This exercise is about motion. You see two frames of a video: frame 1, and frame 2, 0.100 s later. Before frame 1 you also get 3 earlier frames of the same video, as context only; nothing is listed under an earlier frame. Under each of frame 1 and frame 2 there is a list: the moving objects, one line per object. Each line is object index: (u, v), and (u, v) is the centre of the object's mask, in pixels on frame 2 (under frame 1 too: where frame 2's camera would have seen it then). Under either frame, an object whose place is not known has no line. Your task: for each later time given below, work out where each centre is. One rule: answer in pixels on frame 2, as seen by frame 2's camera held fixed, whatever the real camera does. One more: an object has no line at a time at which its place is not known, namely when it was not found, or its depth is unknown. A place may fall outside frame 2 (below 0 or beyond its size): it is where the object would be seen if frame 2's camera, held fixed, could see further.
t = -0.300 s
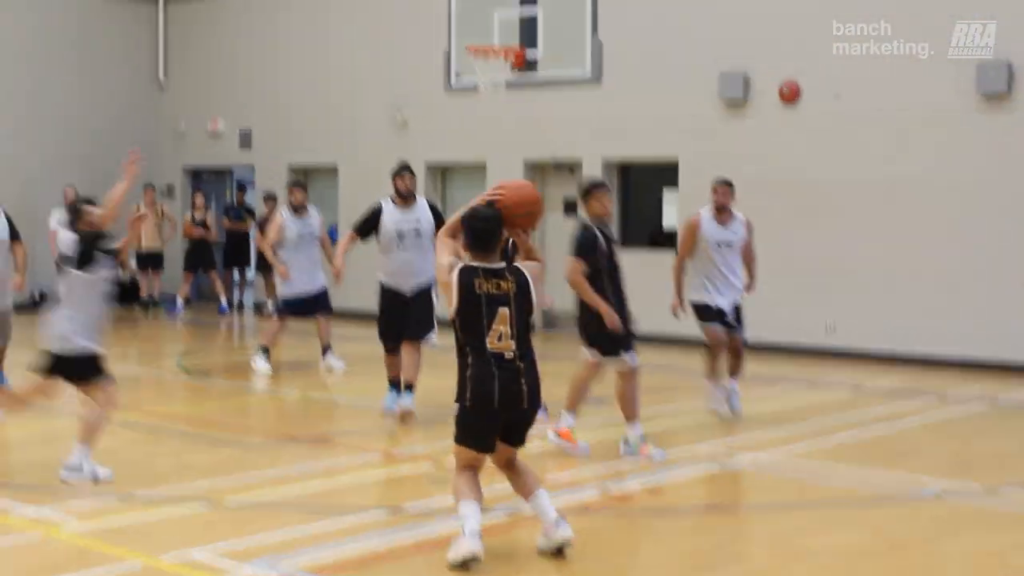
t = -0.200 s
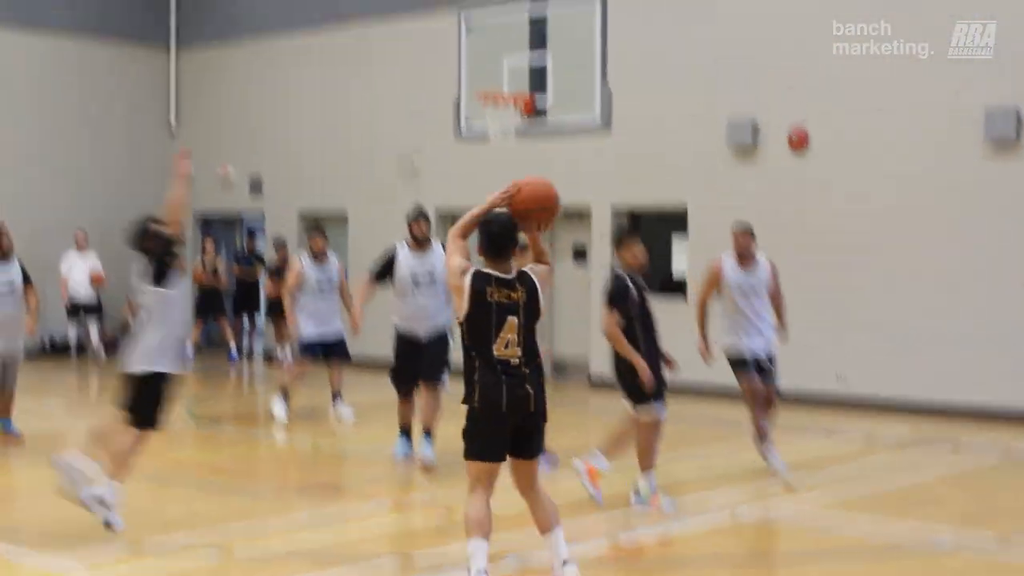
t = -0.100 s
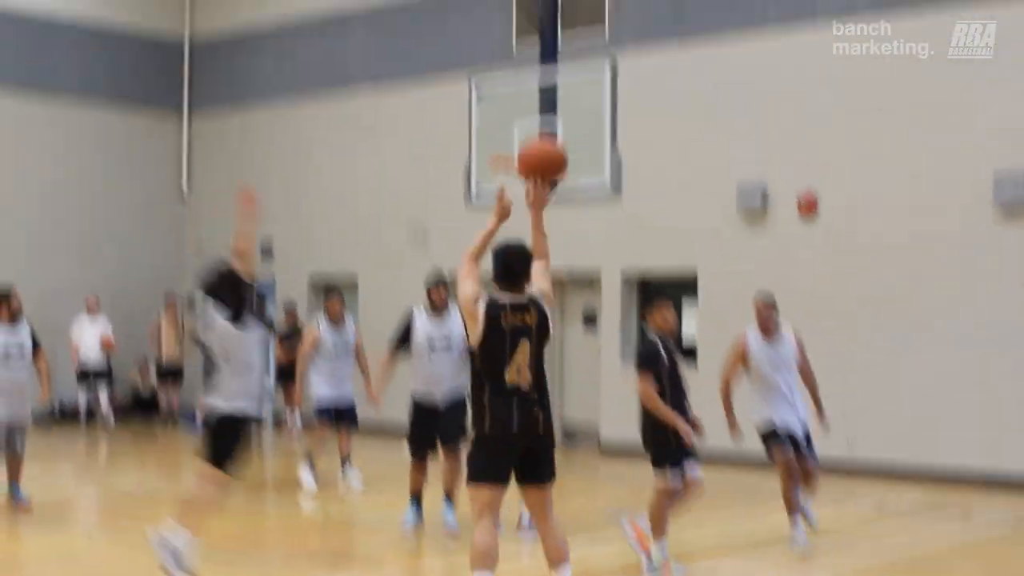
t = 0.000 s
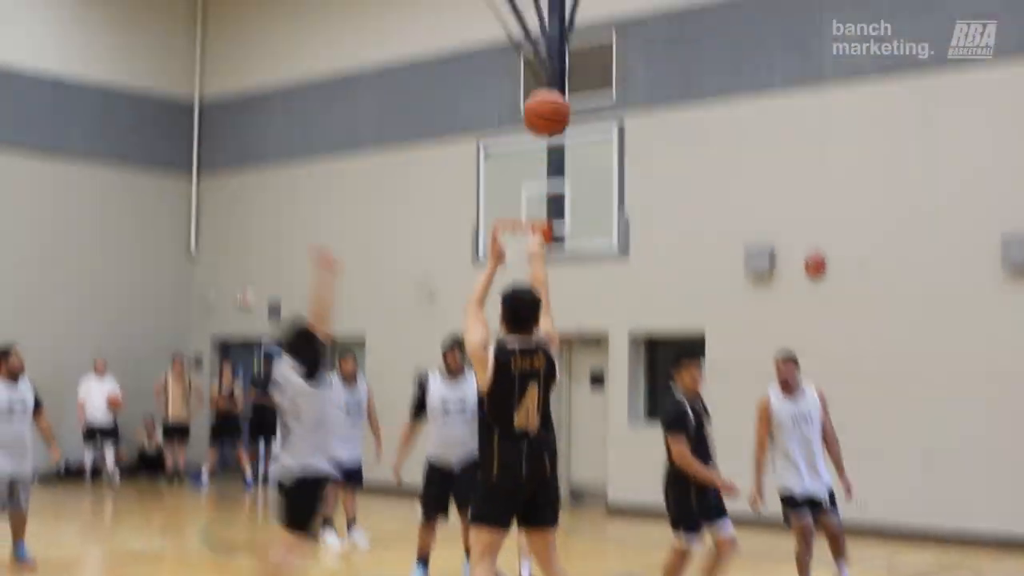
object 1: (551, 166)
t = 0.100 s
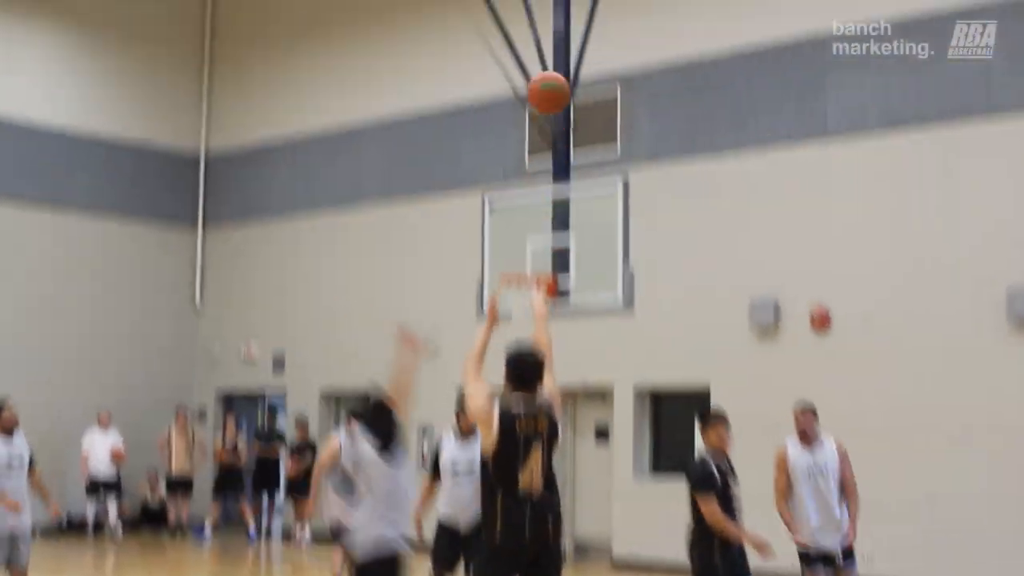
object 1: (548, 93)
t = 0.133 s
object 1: (548, 73)
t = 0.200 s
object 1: (545, 44)
